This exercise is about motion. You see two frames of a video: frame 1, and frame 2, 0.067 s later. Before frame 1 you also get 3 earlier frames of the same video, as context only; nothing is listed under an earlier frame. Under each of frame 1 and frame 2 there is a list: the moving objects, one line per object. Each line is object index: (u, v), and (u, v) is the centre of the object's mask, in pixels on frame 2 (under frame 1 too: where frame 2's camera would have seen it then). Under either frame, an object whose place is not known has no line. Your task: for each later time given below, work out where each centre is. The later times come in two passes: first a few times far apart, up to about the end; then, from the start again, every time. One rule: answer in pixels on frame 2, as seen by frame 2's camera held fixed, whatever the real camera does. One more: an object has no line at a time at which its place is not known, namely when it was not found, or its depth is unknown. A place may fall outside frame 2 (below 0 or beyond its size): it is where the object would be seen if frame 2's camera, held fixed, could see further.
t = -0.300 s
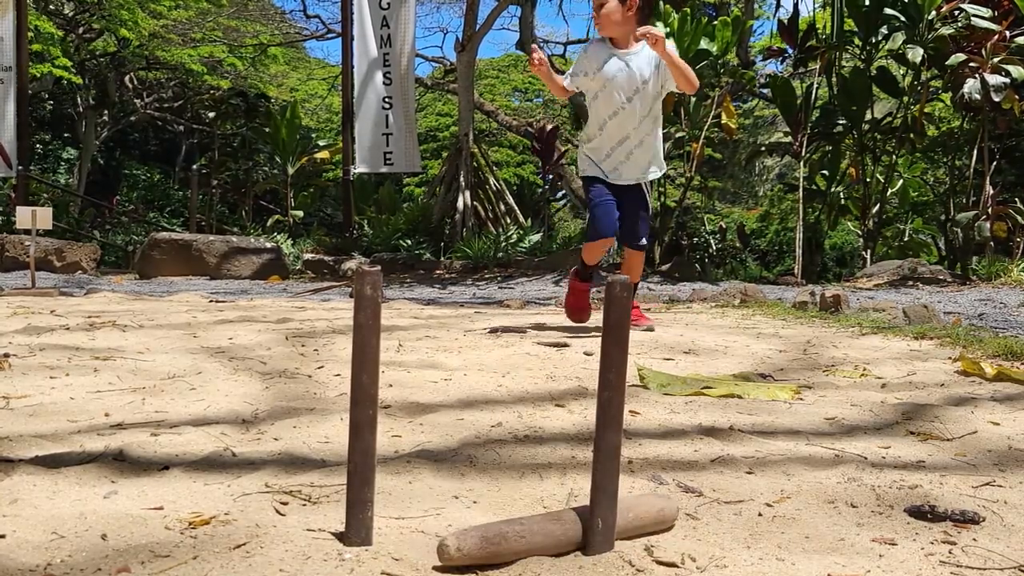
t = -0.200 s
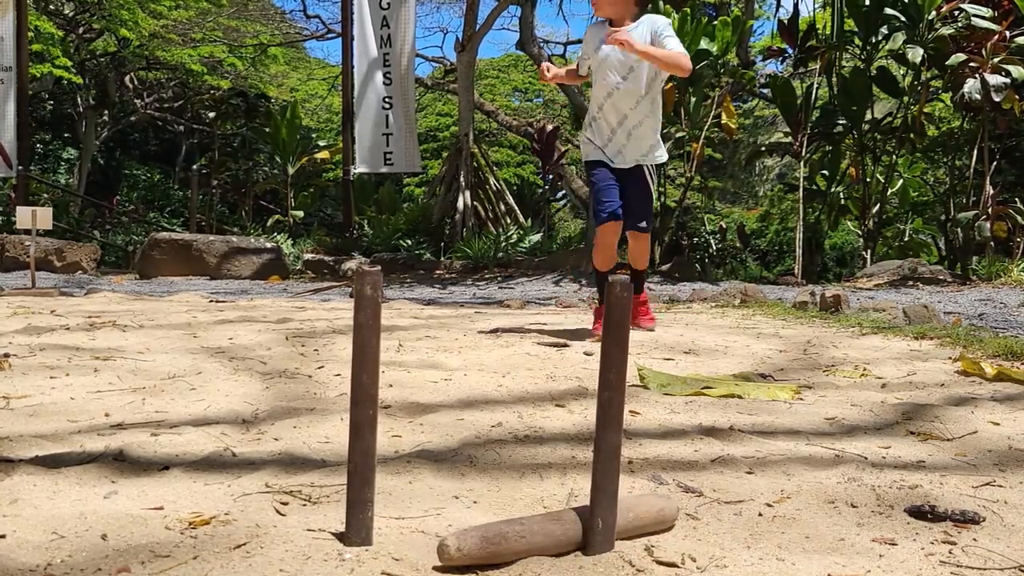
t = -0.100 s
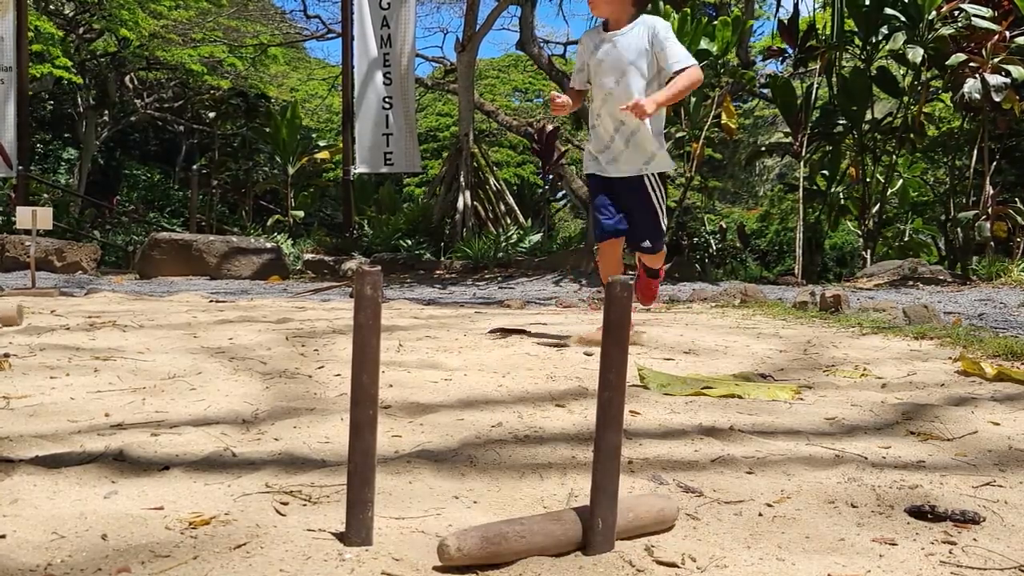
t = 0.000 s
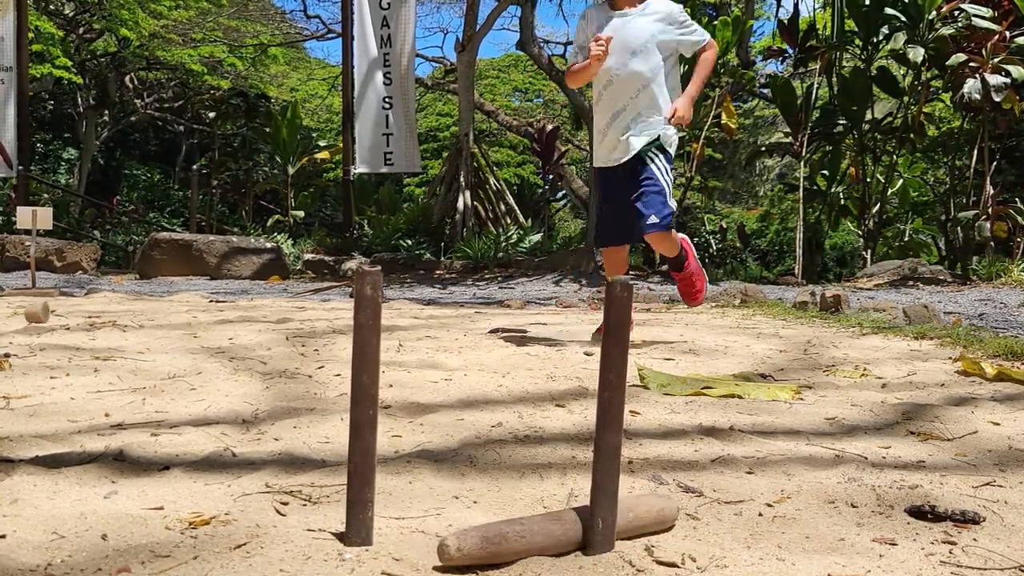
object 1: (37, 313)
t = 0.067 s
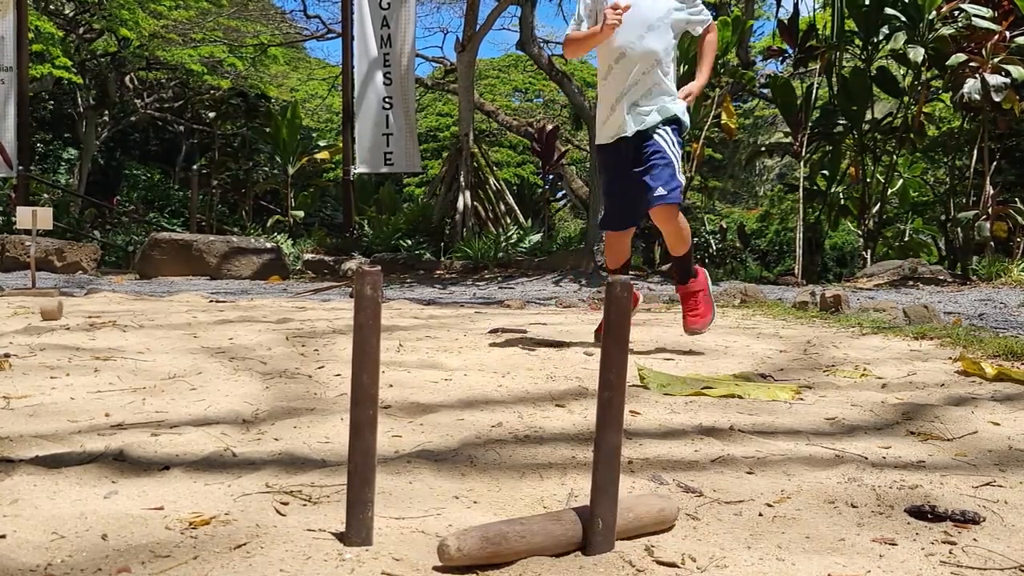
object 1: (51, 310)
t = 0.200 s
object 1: (78, 300)
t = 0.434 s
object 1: (119, 301)
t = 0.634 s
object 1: (149, 296)
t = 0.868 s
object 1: (171, 294)
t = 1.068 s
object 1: (180, 293)
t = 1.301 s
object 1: (177, 285)
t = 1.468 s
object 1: (161, 290)
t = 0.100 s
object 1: (58, 309)
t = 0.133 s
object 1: (64, 307)
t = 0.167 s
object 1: (71, 302)
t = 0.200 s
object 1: (78, 300)
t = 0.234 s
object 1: (84, 302)
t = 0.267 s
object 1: (91, 304)
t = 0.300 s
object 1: (97, 303)
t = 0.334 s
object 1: (103, 302)
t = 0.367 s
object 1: (108, 301)
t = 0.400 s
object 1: (114, 301)
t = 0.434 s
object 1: (119, 301)
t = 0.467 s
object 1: (124, 300)
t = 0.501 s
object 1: (130, 299)
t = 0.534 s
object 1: (134, 299)
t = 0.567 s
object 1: (139, 298)
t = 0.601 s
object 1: (144, 297)
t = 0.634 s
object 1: (149, 296)
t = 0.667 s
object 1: (153, 295)
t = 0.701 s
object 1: (156, 295)
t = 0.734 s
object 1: (159, 294)
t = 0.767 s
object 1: (162, 295)
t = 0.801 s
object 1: (166, 293)
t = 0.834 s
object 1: (168, 293)
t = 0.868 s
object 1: (171, 294)
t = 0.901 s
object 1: (172, 294)
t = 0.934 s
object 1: (174, 294)
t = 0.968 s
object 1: (176, 294)
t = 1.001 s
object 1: (177, 294)
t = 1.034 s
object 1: (178, 294)
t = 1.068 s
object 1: (180, 293)
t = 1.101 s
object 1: (181, 293)
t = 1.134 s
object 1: (181, 292)
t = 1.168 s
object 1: (182, 291)
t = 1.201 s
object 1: (182, 289)
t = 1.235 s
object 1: (181, 288)
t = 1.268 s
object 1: (179, 286)
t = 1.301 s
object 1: (177, 285)
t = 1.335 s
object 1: (174, 286)
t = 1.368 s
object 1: (171, 287)
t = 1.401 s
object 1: (168, 287)
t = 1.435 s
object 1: (166, 288)
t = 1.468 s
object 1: (161, 290)
